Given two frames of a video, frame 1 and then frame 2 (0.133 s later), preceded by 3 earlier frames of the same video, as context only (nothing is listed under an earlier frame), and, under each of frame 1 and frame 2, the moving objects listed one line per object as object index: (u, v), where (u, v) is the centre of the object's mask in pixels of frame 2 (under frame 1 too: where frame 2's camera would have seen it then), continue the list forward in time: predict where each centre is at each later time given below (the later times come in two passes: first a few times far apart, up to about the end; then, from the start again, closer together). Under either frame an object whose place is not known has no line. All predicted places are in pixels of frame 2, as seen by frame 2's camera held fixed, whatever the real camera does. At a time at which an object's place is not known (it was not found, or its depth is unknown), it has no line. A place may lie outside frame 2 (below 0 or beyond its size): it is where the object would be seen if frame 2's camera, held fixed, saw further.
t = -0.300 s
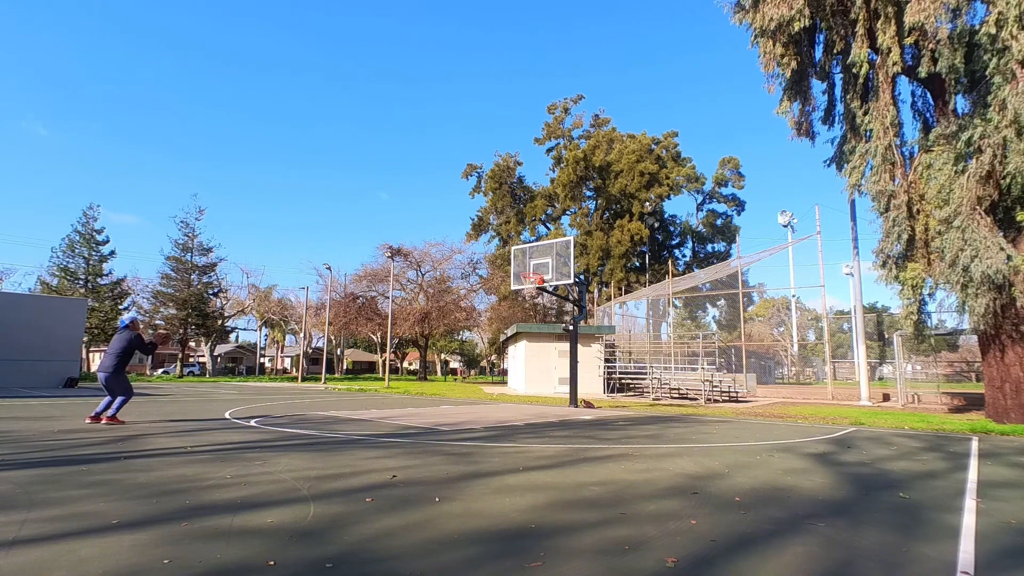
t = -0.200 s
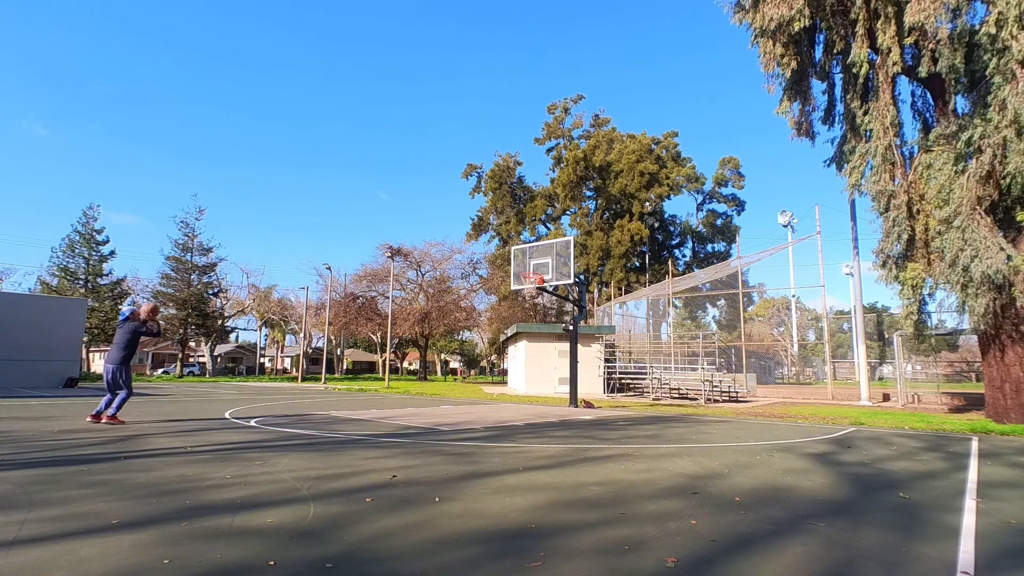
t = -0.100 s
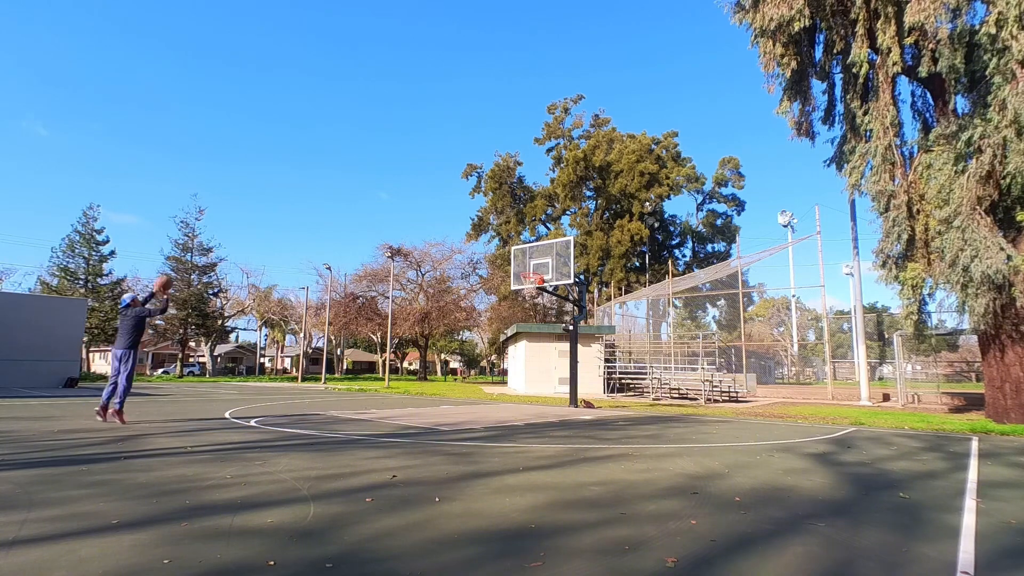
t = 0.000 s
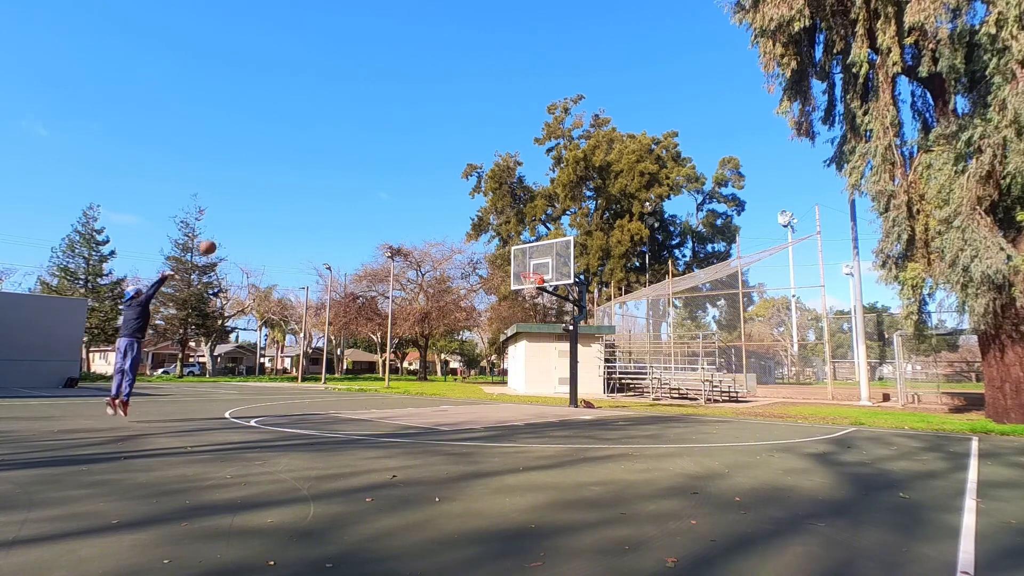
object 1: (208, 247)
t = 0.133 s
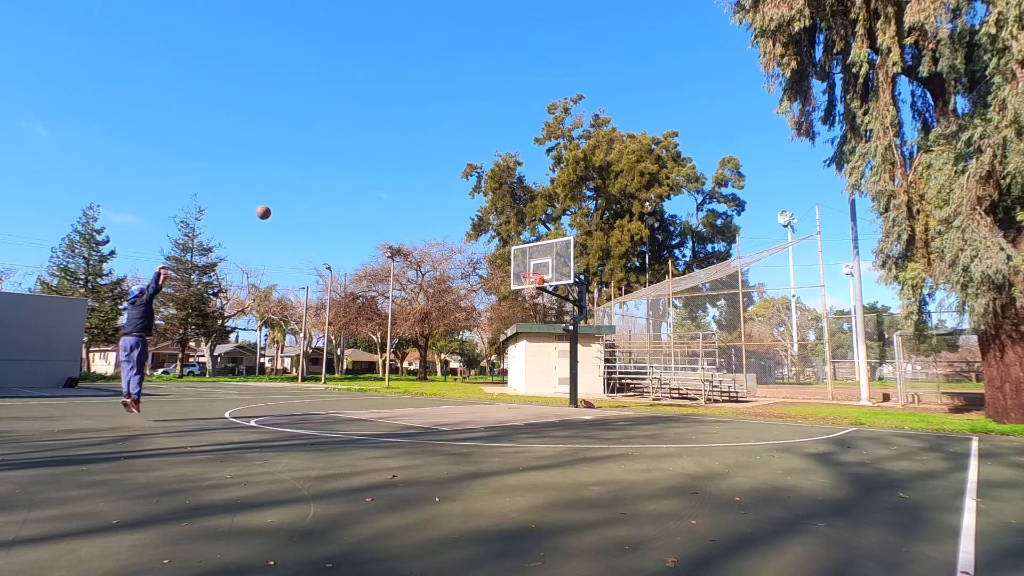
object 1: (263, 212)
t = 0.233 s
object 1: (300, 195)
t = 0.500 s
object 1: (382, 179)
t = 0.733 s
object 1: (441, 193)
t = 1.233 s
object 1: (533, 287)
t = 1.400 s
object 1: (536, 302)
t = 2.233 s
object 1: (521, 335)
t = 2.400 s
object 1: (514, 325)
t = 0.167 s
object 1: (276, 206)
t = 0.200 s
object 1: (288, 200)
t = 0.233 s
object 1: (300, 195)
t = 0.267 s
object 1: (311, 191)
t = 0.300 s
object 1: (322, 188)
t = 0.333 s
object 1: (333, 185)
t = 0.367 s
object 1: (344, 182)
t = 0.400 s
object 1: (354, 181)
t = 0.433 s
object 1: (363, 180)
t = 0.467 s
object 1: (373, 179)
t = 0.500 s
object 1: (382, 179)
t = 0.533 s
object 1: (391, 180)
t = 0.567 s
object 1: (400, 181)
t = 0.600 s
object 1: (409, 182)
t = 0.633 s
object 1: (417, 184)
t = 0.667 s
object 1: (425, 187)
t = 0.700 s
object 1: (433, 190)
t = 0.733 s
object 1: (441, 193)
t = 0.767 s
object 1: (448, 197)
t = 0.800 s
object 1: (456, 201)
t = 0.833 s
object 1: (463, 206)
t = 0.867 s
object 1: (470, 211)
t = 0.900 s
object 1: (476, 215)
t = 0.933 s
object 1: (482, 221)
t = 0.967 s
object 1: (489, 227)
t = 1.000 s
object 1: (495, 234)
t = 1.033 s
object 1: (503, 241)
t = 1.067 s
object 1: (508, 247)
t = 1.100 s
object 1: (515, 256)
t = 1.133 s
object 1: (521, 264)
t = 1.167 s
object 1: (526, 270)
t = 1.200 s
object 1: (535, 276)
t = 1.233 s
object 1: (533, 287)
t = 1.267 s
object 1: (534, 289)
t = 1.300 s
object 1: (535, 291)
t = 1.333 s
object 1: (535, 293)
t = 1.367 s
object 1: (535, 297)
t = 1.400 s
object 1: (536, 302)
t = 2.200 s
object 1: (523, 339)
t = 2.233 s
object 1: (521, 335)
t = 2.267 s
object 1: (519, 332)
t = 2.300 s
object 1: (518, 329)
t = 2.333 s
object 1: (517, 328)
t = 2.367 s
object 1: (515, 326)
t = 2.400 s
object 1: (514, 325)
